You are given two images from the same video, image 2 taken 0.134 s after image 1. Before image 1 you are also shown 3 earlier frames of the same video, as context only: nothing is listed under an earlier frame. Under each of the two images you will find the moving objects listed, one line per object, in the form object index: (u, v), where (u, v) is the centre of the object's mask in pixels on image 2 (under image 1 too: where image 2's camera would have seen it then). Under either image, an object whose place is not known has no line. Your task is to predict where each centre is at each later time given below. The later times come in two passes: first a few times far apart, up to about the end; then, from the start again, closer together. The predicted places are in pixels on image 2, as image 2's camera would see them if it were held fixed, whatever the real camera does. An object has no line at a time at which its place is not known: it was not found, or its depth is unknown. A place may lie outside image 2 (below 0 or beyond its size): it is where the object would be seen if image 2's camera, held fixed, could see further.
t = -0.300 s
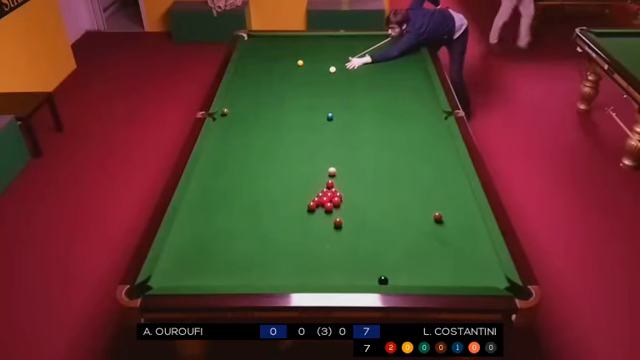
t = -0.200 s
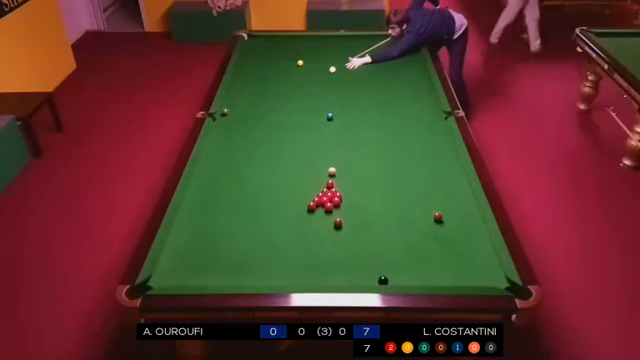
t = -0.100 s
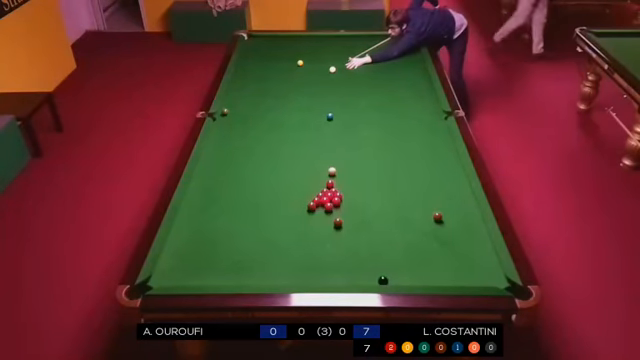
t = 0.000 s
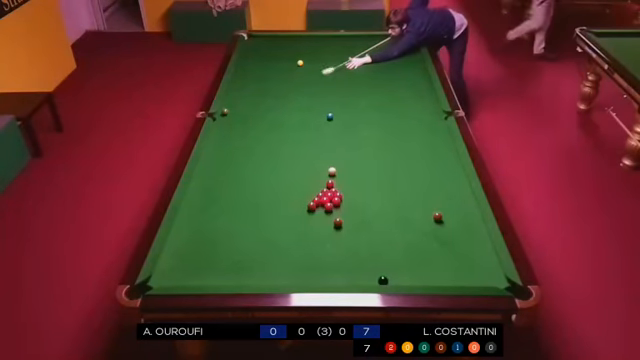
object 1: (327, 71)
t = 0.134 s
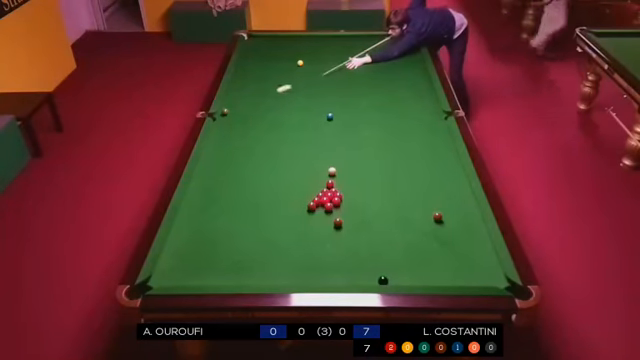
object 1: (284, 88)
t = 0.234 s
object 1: (248, 102)
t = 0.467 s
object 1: (230, 118)
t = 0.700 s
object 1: (223, 130)
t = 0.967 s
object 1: (216, 144)
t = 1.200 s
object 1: (209, 158)
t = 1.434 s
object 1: (202, 171)
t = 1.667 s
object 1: (195, 186)
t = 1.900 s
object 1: (187, 201)
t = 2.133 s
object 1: (181, 216)
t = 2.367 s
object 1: (176, 232)
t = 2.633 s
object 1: (171, 251)
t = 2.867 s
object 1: (166, 267)
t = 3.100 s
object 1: (161, 282)
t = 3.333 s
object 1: (157, 275)
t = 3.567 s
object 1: (168, 270)
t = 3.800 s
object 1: (177, 267)
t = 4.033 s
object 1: (184, 264)
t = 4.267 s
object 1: (190, 261)
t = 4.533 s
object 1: (196, 260)
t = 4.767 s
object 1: (199, 258)
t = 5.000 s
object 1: (202, 258)
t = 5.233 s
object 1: (203, 258)
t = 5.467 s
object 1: (203, 258)
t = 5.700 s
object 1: (202, 258)
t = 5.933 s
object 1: (202, 258)
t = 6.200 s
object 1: (202, 258)
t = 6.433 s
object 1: (202, 258)
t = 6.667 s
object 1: (202, 258)
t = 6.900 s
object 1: (202, 258)
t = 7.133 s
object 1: (202, 258)
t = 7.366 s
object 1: (202, 258)
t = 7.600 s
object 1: (202, 258)
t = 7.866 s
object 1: (202, 258)
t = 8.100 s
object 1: (202, 258)
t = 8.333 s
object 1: (202, 258)
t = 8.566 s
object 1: (202, 258)
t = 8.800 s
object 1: (202, 258)
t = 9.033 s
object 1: (202, 258)
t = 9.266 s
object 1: (202, 258)
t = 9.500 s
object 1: (202, 258)
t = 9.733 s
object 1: (202, 258)
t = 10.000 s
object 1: (202, 258)
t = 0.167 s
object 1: (272, 93)
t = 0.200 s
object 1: (261, 97)
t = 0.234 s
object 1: (248, 102)
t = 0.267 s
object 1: (237, 107)
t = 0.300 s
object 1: (231, 110)
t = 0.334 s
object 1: (232, 112)
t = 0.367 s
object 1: (232, 113)
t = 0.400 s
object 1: (231, 115)
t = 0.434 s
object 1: (231, 117)
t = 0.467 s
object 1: (230, 118)
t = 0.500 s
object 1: (229, 120)
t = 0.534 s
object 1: (228, 121)
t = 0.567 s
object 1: (227, 123)
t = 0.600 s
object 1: (226, 125)
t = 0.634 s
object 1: (225, 127)
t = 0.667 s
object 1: (224, 128)
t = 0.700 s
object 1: (223, 130)
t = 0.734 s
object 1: (222, 132)
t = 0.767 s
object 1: (221, 134)
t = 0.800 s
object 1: (221, 135)
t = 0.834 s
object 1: (219, 137)
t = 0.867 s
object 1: (219, 139)
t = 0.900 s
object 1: (218, 141)
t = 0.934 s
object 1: (217, 143)
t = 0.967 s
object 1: (216, 144)
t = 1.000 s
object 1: (215, 146)
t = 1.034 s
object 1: (214, 148)
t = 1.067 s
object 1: (213, 150)
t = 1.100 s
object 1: (212, 152)
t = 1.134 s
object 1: (211, 154)
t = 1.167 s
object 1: (210, 156)
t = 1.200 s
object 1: (209, 158)
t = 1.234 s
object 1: (208, 160)
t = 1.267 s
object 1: (207, 162)
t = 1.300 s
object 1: (206, 163)
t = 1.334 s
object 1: (205, 166)
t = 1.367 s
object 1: (204, 167)
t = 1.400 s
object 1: (203, 170)
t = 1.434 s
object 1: (202, 171)
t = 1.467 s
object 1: (201, 173)
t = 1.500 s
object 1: (200, 175)
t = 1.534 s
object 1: (199, 177)
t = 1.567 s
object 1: (198, 179)
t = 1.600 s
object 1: (197, 182)
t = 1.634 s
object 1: (196, 184)
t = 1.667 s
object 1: (195, 186)
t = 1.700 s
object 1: (194, 188)
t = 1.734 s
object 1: (193, 190)
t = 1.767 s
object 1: (192, 192)
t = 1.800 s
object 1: (190, 194)
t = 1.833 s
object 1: (189, 196)
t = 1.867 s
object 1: (188, 199)
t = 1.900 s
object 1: (187, 201)
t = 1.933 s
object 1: (186, 203)
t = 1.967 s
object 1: (185, 205)
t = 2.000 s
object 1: (183, 207)
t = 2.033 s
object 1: (183, 209)
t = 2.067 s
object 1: (182, 212)
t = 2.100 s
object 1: (181, 214)
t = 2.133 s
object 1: (181, 216)
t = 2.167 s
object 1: (180, 218)
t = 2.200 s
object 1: (180, 220)
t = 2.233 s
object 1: (179, 222)
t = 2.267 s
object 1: (178, 225)
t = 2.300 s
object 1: (178, 227)
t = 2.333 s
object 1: (177, 229)
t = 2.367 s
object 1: (176, 232)
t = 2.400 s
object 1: (175, 234)
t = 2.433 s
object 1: (175, 236)
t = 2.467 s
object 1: (174, 239)
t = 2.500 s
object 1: (174, 241)
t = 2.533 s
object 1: (173, 243)
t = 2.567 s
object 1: (172, 246)
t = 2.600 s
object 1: (172, 248)
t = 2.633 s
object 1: (171, 251)
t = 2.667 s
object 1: (170, 253)
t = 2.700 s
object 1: (169, 255)
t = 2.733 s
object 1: (169, 257)
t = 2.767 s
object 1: (168, 260)
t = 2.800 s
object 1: (168, 262)
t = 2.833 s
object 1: (167, 265)
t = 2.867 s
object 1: (166, 267)
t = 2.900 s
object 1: (165, 270)
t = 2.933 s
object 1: (165, 272)
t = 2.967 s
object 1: (164, 275)
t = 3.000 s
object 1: (163, 277)
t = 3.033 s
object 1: (163, 280)
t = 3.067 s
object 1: (162, 281)
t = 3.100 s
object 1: (161, 282)
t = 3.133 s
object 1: (161, 281)
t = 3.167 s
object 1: (160, 280)
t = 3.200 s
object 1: (159, 279)
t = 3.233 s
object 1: (158, 278)
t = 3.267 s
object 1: (157, 276)
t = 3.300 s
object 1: (157, 276)
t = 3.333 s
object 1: (157, 275)
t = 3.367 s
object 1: (159, 274)
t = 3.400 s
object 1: (161, 273)
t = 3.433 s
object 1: (162, 273)
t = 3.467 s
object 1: (164, 272)
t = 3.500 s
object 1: (165, 272)
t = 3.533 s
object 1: (167, 271)
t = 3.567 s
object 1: (168, 270)
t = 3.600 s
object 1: (169, 270)
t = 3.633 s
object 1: (171, 269)
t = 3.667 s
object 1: (172, 269)
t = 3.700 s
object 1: (173, 268)
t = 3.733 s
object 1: (174, 268)
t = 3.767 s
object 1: (176, 267)
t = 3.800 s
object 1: (177, 267)
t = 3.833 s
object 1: (178, 266)
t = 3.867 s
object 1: (179, 266)
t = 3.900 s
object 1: (180, 265)
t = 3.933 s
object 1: (181, 265)
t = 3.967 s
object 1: (182, 265)
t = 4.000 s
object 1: (183, 264)
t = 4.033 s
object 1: (184, 264)
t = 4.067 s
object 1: (185, 263)
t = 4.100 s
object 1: (186, 263)
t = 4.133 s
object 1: (187, 263)
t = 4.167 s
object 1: (188, 262)
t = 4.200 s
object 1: (189, 262)
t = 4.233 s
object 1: (190, 262)
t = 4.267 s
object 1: (190, 261)
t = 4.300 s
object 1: (191, 261)
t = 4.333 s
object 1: (192, 261)
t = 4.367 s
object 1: (193, 261)
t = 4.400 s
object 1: (193, 261)
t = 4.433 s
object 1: (194, 260)
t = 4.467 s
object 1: (195, 260)
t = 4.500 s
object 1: (195, 260)
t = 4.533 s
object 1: (196, 260)
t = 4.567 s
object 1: (196, 259)
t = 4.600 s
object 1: (197, 259)
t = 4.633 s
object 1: (198, 259)
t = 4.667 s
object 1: (198, 259)
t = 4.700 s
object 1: (199, 259)
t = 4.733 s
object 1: (199, 258)
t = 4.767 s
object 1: (199, 258)
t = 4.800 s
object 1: (200, 258)
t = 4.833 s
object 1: (200, 258)
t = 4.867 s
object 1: (201, 258)
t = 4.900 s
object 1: (201, 258)
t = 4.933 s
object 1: (201, 258)
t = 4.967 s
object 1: (201, 258)
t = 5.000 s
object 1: (202, 258)
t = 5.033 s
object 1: (202, 258)
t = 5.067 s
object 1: (202, 258)
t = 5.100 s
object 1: (202, 258)
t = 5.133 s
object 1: (203, 258)
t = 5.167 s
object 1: (203, 258)
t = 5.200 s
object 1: (203, 258)
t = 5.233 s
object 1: (203, 258)
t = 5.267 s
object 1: (203, 258)
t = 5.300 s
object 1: (203, 258)
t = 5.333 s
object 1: (203, 258)
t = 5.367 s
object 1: (203, 258)
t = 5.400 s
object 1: (203, 258)
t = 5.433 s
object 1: (203, 258)
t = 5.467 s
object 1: (203, 258)
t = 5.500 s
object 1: (203, 258)
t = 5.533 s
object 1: (202, 258)
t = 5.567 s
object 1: (203, 258)
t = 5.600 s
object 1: (203, 258)
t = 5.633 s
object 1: (202, 258)
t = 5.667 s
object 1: (203, 258)
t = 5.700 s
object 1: (202, 258)
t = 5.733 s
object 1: (202, 258)
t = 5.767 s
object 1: (202, 258)
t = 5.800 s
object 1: (202, 258)
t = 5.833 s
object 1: (202, 258)
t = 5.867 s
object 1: (202, 258)
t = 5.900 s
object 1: (202, 258)
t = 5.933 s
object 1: (202, 258)
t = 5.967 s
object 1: (202, 258)
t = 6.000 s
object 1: (203, 258)
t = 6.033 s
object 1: (202, 258)
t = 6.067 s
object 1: (202, 258)
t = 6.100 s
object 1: (202, 258)
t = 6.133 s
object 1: (202, 258)
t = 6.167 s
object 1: (202, 258)
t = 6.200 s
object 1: (202, 258)
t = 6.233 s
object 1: (203, 258)
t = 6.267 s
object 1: (202, 258)
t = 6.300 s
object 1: (202, 258)
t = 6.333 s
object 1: (202, 258)
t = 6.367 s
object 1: (202, 258)
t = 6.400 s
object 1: (202, 258)
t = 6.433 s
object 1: (202, 258)
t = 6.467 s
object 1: (202, 258)
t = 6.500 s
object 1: (202, 258)
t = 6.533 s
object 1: (202, 258)
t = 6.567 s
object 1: (202, 258)
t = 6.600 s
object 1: (202, 258)
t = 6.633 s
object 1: (202, 258)
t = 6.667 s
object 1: (202, 258)
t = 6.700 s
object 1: (202, 258)
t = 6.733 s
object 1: (202, 258)
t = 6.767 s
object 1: (202, 258)
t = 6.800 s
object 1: (202, 258)
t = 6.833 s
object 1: (202, 258)
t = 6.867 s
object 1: (202, 258)
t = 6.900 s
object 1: (202, 258)
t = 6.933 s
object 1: (202, 258)
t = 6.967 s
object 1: (202, 258)
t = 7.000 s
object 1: (202, 258)
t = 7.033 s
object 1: (202, 258)
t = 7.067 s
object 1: (202, 258)
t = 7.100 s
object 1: (202, 258)
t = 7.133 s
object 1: (202, 258)
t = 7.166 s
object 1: (202, 258)
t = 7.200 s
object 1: (202, 258)
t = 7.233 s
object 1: (202, 258)
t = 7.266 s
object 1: (202, 258)
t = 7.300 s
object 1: (202, 258)
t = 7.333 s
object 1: (202, 258)
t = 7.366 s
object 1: (202, 258)
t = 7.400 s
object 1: (202, 258)
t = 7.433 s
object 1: (202, 258)
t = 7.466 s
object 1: (202, 258)
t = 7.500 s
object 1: (202, 258)
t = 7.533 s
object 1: (202, 258)
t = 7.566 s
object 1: (202, 258)
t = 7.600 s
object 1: (202, 258)
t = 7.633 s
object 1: (202, 258)
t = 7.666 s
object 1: (202, 258)
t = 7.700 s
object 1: (202, 258)
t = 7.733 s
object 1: (202, 258)
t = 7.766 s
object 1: (202, 258)
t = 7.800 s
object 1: (202, 258)
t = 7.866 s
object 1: (202, 258)
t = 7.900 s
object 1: (202, 258)
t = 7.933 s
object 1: (202, 258)
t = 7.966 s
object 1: (202, 258)
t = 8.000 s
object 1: (202, 258)
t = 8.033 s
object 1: (202, 258)
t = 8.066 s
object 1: (202, 258)
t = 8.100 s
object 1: (202, 258)
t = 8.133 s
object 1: (202, 258)
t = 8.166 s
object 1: (202, 258)
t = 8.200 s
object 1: (202, 258)
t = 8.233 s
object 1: (202, 258)
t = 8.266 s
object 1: (202, 258)
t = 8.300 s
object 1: (202, 258)
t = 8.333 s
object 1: (202, 258)
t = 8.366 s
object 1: (202, 258)
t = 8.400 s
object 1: (202, 258)
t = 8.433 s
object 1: (202, 258)
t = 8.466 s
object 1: (202, 258)
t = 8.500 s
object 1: (202, 258)
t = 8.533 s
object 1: (202, 258)
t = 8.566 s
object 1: (202, 258)
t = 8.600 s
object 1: (202, 258)
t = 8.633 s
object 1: (202, 258)
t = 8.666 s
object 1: (202, 258)
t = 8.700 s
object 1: (202, 258)
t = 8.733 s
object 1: (202, 258)
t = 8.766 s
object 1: (202, 258)
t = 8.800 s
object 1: (202, 258)
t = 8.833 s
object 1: (202, 258)
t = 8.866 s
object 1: (202, 258)
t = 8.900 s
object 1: (202, 258)
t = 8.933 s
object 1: (202, 258)
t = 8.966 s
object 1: (202, 258)
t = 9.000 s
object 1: (202, 258)
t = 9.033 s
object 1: (202, 258)
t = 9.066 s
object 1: (202, 258)
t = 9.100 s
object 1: (202, 258)
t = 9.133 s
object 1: (202, 258)
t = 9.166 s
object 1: (202, 258)
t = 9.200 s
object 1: (202, 258)
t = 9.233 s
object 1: (202, 258)
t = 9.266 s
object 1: (202, 258)
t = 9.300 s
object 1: (202, 258)
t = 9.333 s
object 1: (202, 258)
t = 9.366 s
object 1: (202, 258)
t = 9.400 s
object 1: (202, 258)
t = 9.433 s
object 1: (202, 258)
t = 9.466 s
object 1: (202, 258)
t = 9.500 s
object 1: (202, 258)
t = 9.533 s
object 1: (202, 258)
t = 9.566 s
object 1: (202, 258)
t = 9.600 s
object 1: (202, 258)
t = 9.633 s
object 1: (202, 258)
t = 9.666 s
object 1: (202, 258)
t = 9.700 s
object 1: (202, 258)
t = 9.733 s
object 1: (202, 258)
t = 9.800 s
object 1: (202, 258)
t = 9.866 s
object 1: (202, 258)
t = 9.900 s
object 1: (202, 258)
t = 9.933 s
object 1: (202, 258)
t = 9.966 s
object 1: (202, 258)
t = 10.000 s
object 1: (202, 258)
